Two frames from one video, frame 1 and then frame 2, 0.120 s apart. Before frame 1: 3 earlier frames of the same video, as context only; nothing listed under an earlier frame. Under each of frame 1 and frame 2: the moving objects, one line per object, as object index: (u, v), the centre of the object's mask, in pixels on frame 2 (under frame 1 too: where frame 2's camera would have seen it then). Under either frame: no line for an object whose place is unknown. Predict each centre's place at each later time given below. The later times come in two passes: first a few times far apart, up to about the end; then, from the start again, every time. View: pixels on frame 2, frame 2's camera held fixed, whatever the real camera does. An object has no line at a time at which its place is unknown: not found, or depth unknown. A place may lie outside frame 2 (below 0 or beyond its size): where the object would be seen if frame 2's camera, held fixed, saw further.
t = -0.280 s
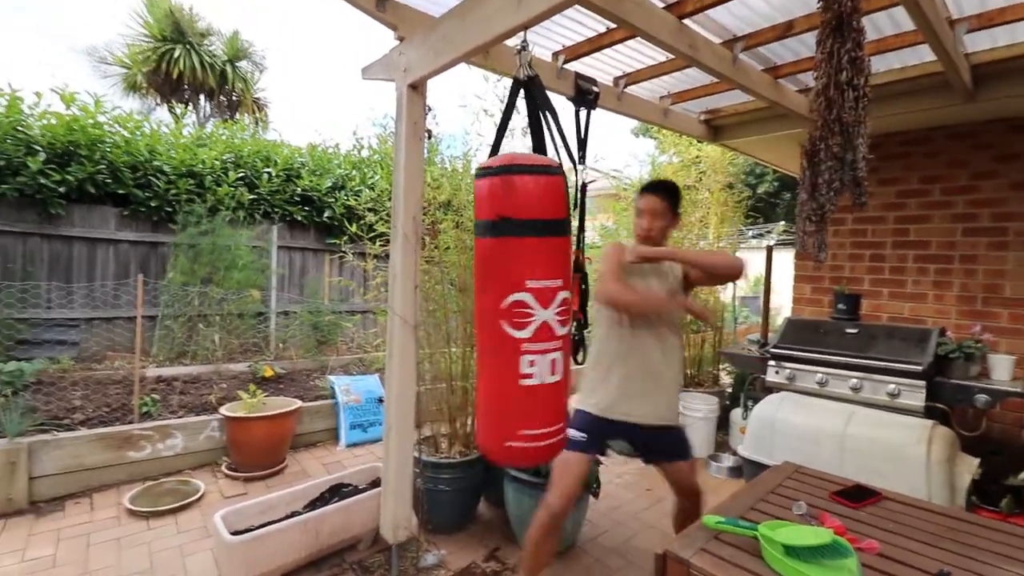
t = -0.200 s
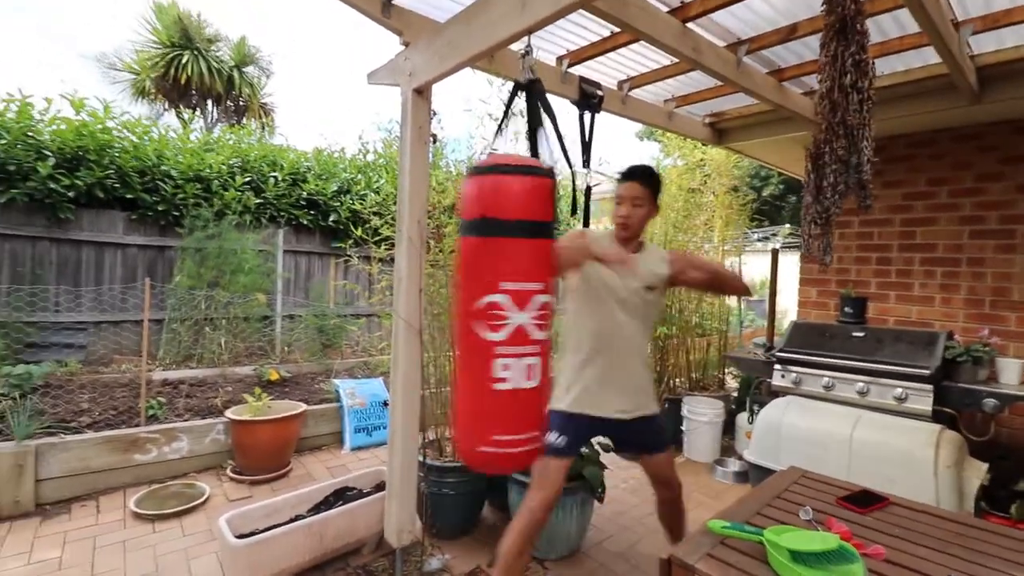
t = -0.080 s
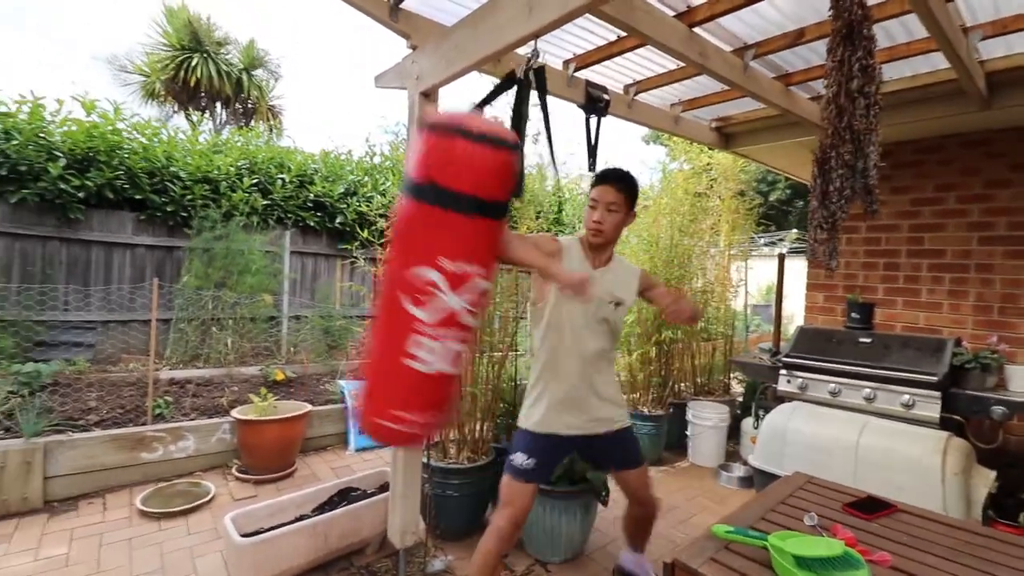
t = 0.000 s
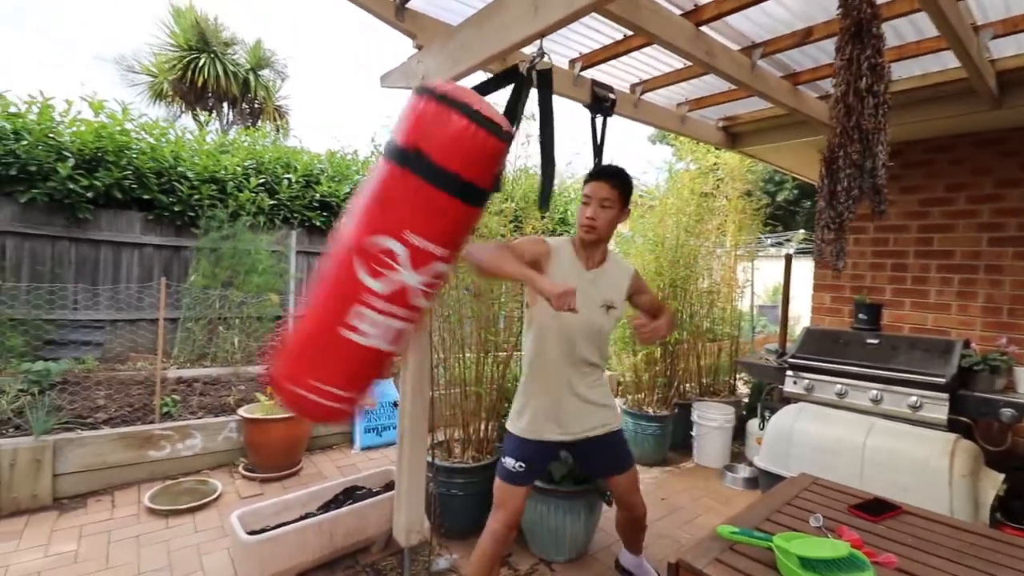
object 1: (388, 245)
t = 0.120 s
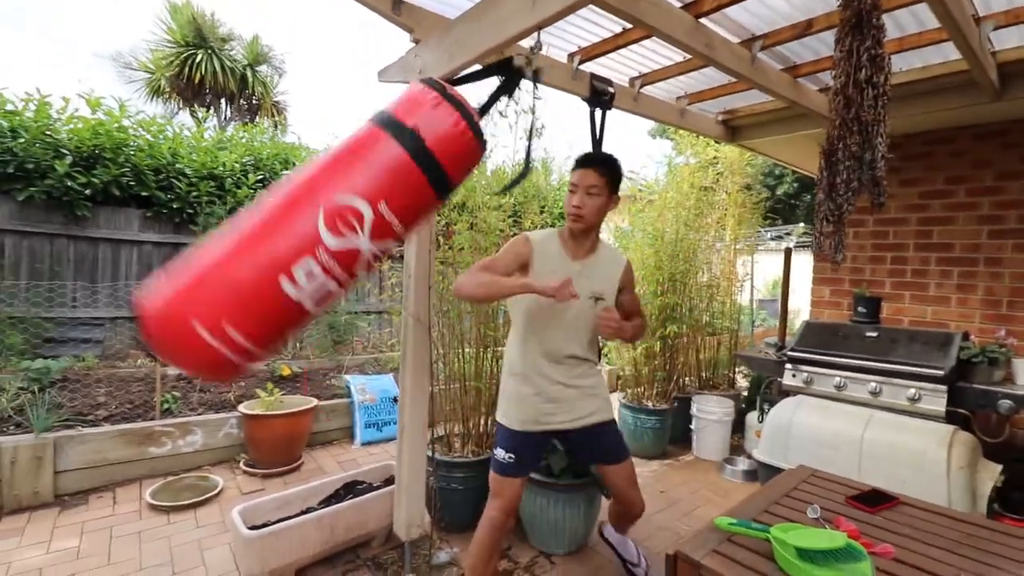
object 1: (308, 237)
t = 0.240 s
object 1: (288, 201)
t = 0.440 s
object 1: (299, 220)
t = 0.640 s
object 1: (405, 283)
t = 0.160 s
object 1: (298, 222)
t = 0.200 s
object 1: (293, 209)
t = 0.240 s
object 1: (288, 201)
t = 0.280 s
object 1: (282, 199)
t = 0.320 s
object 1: (281, 200)
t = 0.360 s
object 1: (284, 204)
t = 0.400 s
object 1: (288, 212)
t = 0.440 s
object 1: (299, 220)
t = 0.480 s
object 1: (316, 230)
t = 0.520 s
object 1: (333, 245)
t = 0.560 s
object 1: (355, 259)
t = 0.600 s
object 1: (379, 271)
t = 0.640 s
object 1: (405, 283)
